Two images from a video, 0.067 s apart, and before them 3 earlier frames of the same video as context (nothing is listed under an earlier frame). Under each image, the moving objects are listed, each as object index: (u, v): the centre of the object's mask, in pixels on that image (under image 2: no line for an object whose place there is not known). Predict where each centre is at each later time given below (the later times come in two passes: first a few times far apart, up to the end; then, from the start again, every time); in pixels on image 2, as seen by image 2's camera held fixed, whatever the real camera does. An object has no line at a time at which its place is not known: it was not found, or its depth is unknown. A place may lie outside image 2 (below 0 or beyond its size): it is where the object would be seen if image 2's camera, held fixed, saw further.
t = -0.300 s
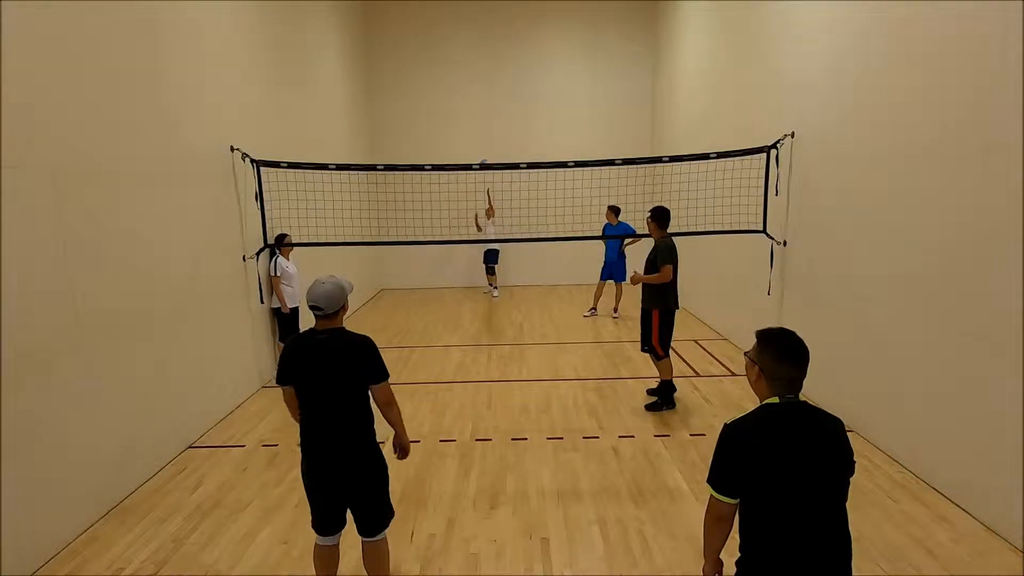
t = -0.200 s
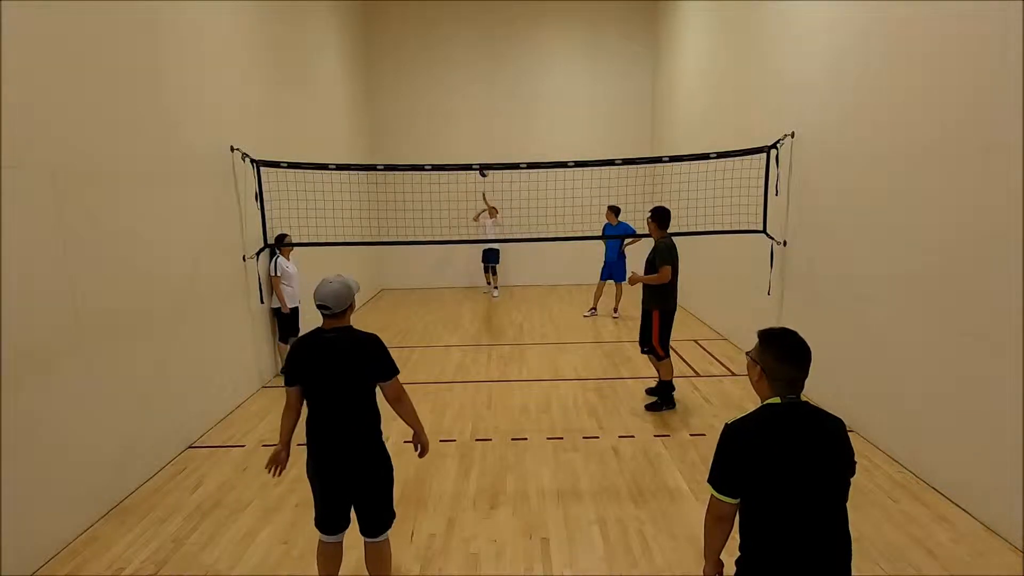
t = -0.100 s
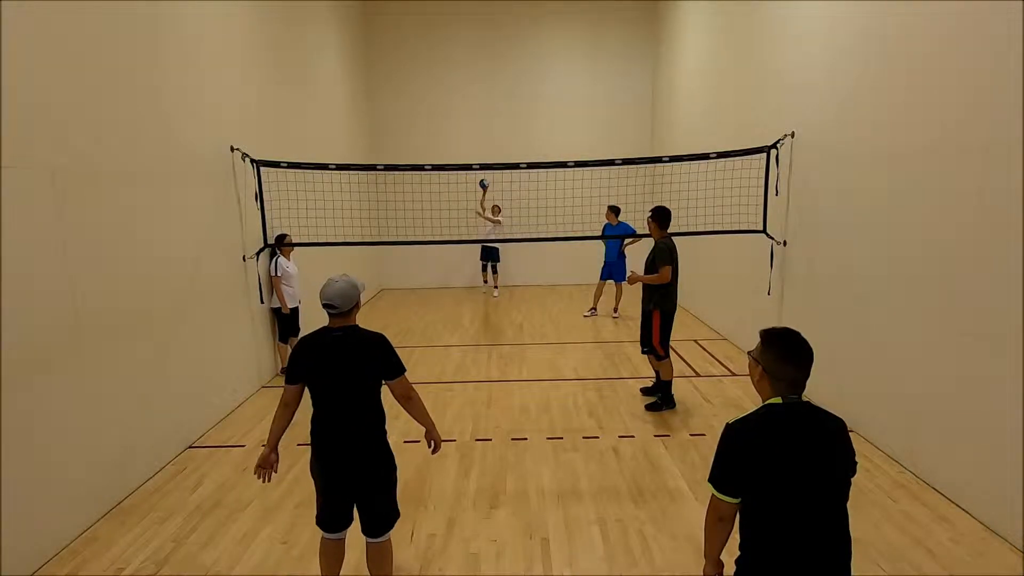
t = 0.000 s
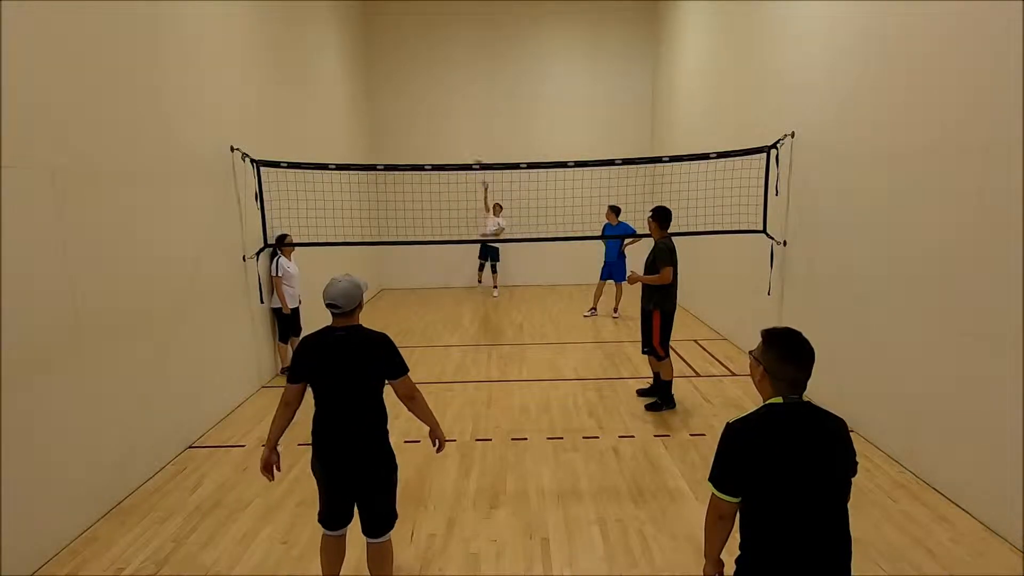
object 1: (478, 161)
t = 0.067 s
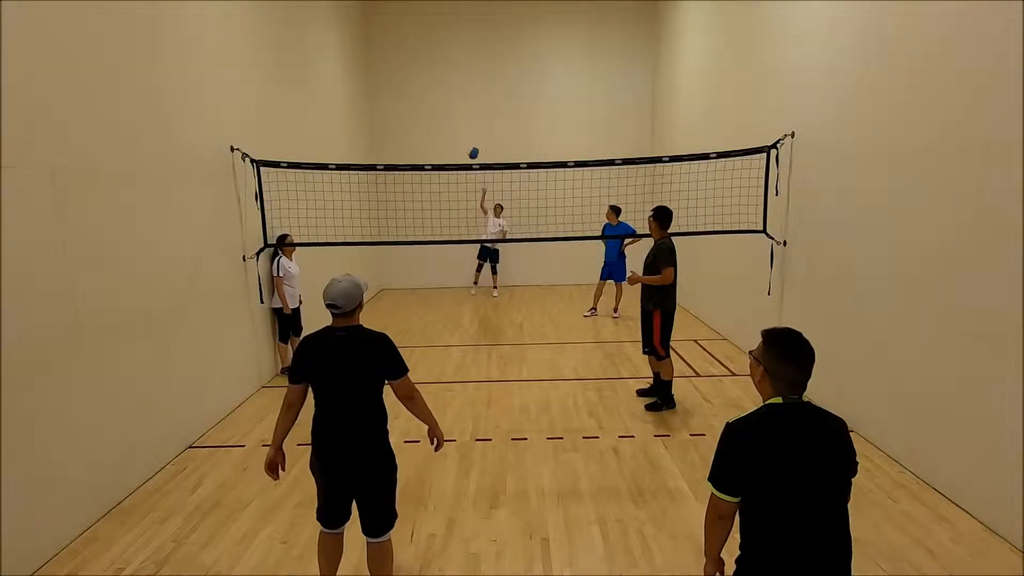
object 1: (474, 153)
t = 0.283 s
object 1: (455, 123)
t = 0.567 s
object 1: (423, 126)
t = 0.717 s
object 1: (399, 160)
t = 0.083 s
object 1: (472, 150)
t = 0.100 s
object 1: (471, 148)
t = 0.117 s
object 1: (470, 145)
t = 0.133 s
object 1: (468, 142)
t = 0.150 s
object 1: (467, 140)
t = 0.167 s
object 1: (466, 137)
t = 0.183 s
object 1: (464, 135)
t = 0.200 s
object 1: (463, 133)
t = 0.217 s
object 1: (461, 131)
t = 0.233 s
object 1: (460, 129)
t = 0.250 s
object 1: (458, 127)
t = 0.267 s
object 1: (457, 125)
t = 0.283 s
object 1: (455, 123)
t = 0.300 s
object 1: (454, 122)
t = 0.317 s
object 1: (452, 120)
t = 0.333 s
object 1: (451, 119)
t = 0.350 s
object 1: (449, 118)
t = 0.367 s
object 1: (447, 118)
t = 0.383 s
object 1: (446, 117)
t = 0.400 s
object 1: (444, 117)
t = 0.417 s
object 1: (442, 117)
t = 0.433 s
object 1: (439, 117)
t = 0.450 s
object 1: (438, 117)
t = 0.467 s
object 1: (436, 118)
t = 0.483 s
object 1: (434, 119)
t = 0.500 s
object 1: (432, 120)
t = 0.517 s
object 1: (429, 121)
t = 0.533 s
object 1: (427, 122)
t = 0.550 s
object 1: (425, 124)
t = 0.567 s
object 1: (423, 126)
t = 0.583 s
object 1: (420, 128)
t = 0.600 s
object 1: (418, 131)
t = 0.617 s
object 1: (415, 134)
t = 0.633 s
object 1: (412, 137)
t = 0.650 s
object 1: (410, 140)
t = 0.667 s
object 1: (407, 145)
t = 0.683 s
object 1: (404, 149)
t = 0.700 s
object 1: (402, 155)
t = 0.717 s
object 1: (399, 160)
